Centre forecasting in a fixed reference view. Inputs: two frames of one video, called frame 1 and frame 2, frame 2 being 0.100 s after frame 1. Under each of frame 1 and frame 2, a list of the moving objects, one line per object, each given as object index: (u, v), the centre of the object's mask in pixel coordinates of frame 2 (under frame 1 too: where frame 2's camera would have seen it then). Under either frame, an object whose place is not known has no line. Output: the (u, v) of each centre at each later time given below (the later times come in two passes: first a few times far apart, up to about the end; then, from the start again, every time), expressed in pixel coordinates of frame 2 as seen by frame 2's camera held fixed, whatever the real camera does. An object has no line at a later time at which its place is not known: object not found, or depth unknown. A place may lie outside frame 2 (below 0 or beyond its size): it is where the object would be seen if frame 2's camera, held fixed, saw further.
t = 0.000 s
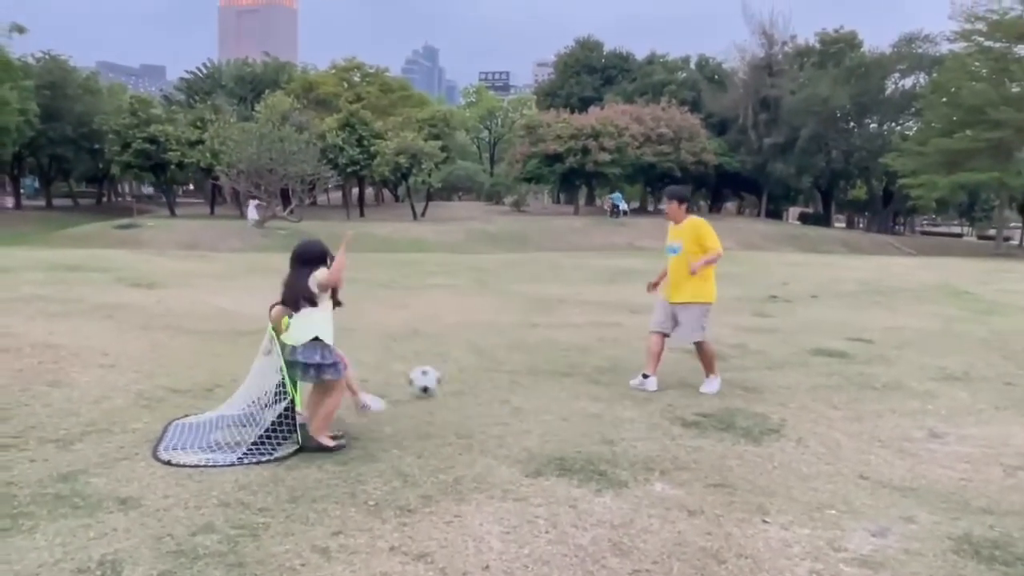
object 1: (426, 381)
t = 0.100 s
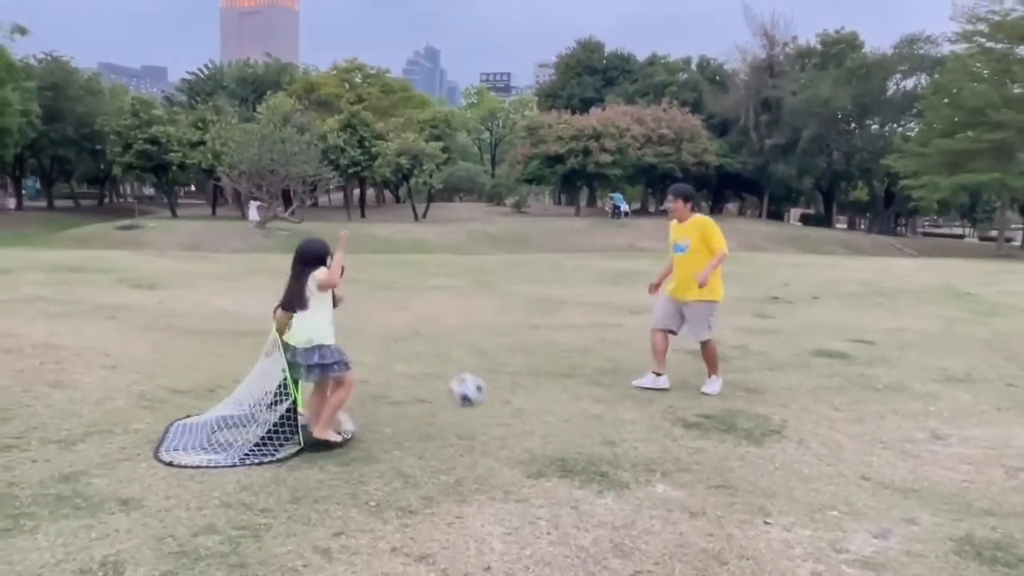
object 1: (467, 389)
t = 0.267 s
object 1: (541, 441)
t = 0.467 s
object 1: (614, 462)
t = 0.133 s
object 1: (481, 395)
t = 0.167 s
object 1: (496, 403)
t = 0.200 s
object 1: (509, 414)
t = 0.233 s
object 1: (526, 427)
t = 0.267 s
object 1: (541, 441)
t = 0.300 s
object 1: (555, 460)
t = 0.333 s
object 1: (570, 481)
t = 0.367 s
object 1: (581, 474)
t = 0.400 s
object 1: (593, 468)
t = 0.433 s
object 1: (604, 464)
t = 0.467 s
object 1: (614, 462)
